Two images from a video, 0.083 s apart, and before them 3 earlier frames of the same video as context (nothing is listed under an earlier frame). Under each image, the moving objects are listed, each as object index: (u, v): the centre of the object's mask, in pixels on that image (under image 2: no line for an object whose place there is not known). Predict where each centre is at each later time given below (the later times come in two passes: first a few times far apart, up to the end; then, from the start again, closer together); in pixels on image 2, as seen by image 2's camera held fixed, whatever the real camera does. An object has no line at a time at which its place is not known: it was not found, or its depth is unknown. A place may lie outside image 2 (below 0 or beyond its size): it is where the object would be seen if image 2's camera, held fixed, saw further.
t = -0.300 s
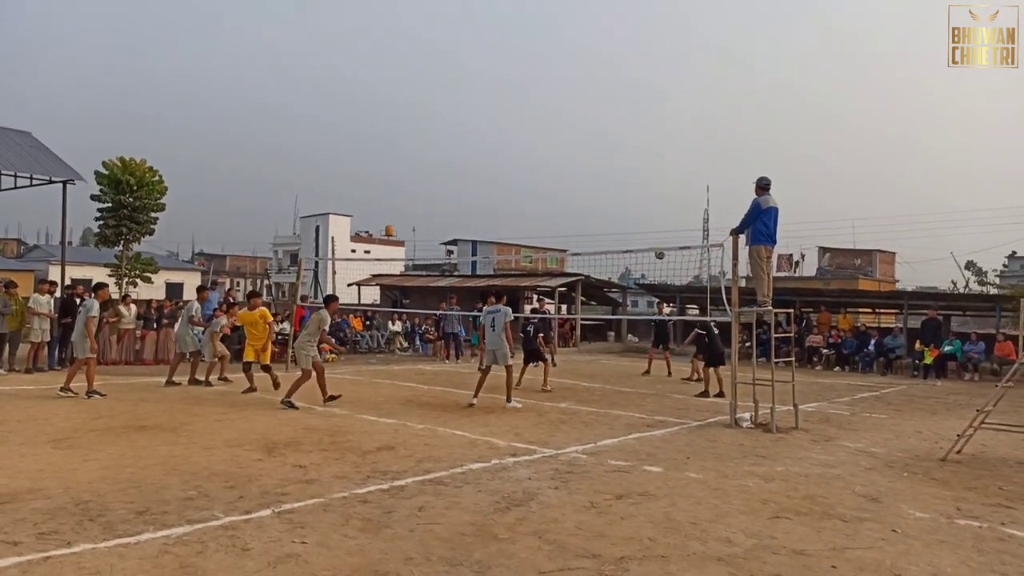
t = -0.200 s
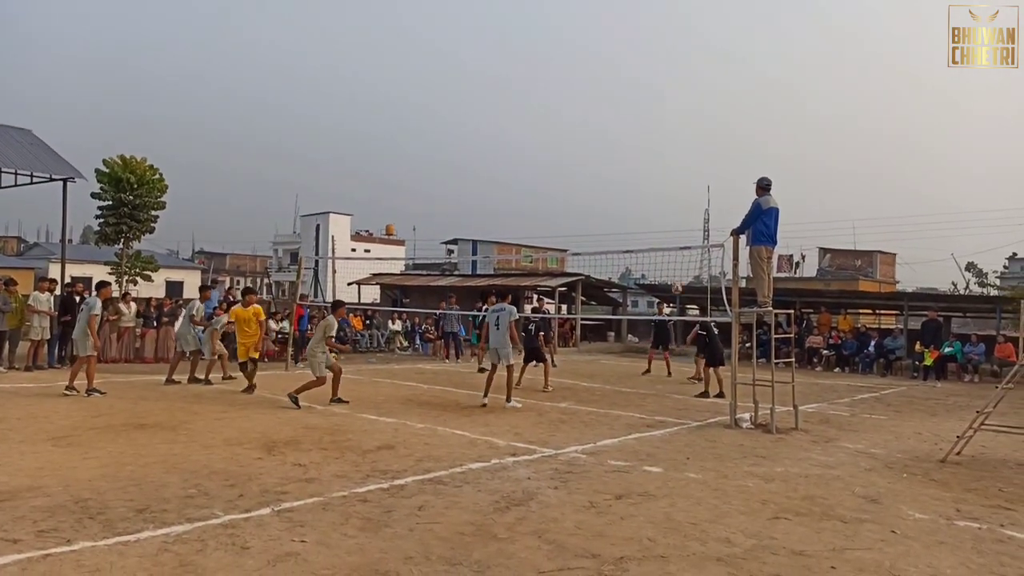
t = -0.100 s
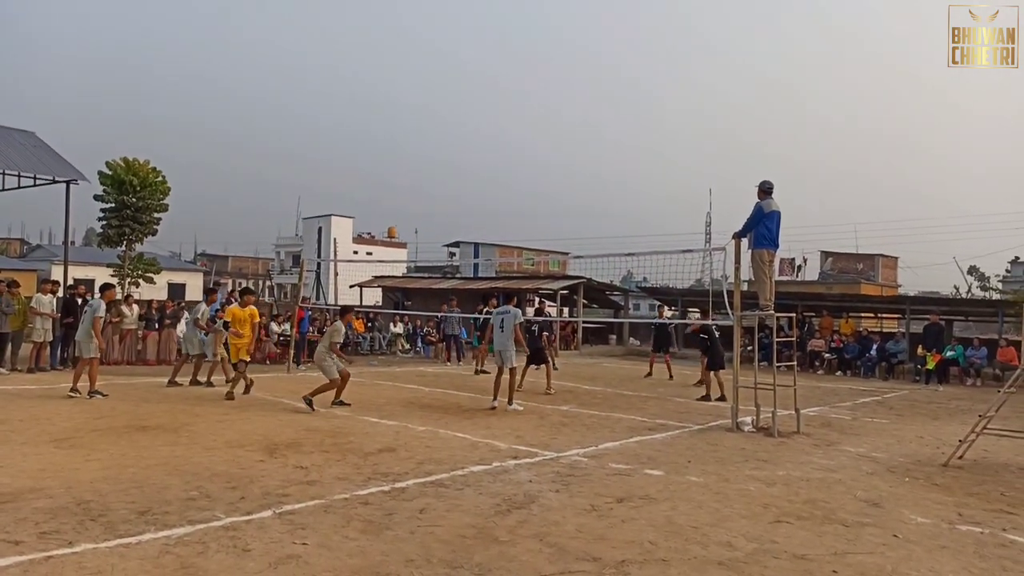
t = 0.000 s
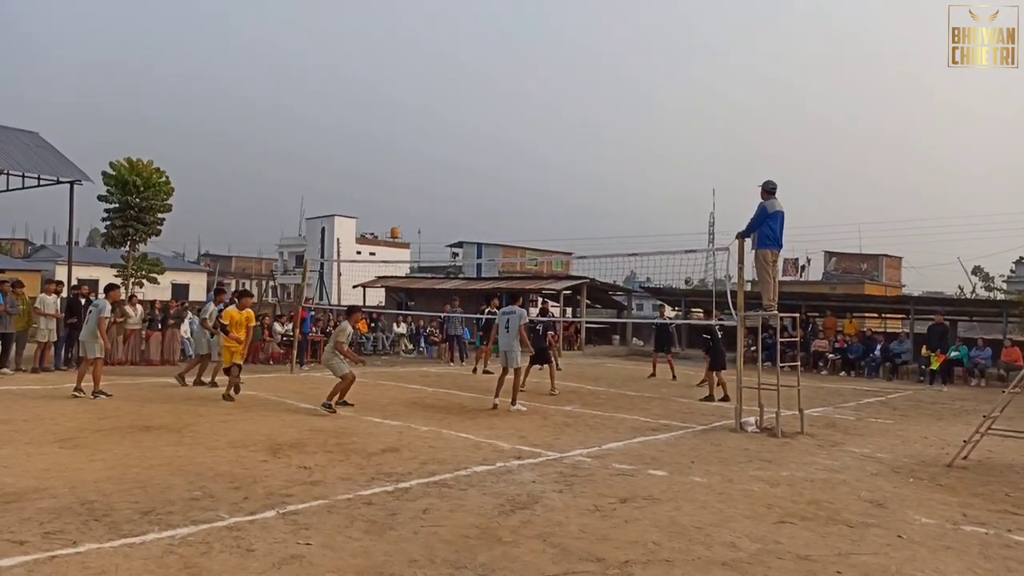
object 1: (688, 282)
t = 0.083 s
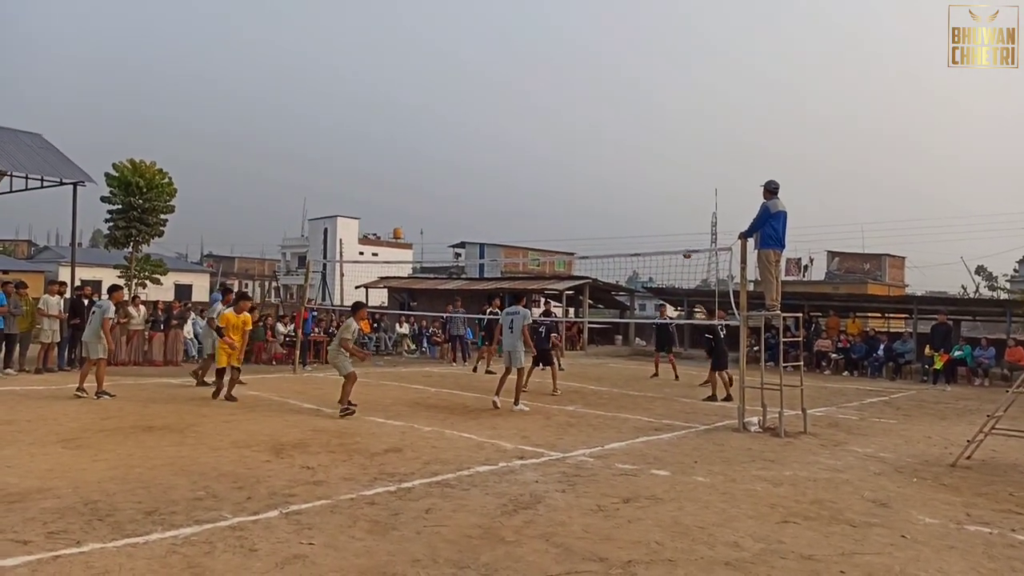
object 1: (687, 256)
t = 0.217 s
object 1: (680, 215)
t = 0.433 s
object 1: (667, 172)
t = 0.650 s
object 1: (653, 152)
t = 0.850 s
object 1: (639, 153)
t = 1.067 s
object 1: (623, 177)
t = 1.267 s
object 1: (608, 220)
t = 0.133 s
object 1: (684, 238)
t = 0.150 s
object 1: (683, 233)
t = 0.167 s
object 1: (682, 228)
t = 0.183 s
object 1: (681, 224)
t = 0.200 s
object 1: (681, 219)
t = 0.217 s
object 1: (680, 215)
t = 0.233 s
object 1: (679, 211)
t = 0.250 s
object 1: (678, 207)
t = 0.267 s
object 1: (677, 203)
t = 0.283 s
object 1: (675, 200)
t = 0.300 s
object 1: (675, 196)
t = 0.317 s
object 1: (674, 193)
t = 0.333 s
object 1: (673, 189)
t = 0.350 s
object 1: (672, 186)
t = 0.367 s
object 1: (671, 183)
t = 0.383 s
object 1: (670, 180)
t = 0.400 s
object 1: (669, 177)
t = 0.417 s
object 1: (668, 175)
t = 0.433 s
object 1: (667, 172)
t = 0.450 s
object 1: (666, 170)
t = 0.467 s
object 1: (665, 168)
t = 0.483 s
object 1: (663, 165)
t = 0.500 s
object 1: (663, 163)
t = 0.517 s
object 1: (661, 162)
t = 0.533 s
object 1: (661, 160)
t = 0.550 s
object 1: (659, 158)
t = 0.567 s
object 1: (659, 157)
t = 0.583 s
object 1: (657, 156)
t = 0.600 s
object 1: (656, 155)
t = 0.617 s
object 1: (655, 153)
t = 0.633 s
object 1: (654, 153)
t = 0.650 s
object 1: (653, 152)
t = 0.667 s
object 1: (652, 152)
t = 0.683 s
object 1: (651, 151)
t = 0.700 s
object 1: (650, 150)
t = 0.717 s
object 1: (648, 150)
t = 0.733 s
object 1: (647, 150)
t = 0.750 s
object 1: (646, 150)
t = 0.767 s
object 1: (645, 150)
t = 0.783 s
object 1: (644, 150)
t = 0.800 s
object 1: (643, 151)
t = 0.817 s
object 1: (641, 152)
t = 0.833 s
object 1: (640, 152)
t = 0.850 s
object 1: (639, 153)
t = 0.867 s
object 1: (638, 154)
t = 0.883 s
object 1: (636, 155)
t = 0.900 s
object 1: (635, 157)
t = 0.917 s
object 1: (634, 158)
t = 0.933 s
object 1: (633, 160)
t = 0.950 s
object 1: (632, 161)
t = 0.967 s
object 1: (631, 163)
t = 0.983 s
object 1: (629, 165)
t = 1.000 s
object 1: (628, 167)
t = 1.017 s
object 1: (627, 169)
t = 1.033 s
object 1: (626, 172)
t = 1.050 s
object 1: (624, 174)
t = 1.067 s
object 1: (623, 177)
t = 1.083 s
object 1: (622, 180)
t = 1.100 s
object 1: (621, 183)
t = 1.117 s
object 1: (619, 186)
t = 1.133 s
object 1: (618, 189)
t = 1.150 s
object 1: (617, 193)
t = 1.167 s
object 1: (616, 196)
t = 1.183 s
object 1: (615, 200)
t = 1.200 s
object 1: (613, 204)
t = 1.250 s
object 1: (609, 216)
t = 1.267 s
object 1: (608, 220)
